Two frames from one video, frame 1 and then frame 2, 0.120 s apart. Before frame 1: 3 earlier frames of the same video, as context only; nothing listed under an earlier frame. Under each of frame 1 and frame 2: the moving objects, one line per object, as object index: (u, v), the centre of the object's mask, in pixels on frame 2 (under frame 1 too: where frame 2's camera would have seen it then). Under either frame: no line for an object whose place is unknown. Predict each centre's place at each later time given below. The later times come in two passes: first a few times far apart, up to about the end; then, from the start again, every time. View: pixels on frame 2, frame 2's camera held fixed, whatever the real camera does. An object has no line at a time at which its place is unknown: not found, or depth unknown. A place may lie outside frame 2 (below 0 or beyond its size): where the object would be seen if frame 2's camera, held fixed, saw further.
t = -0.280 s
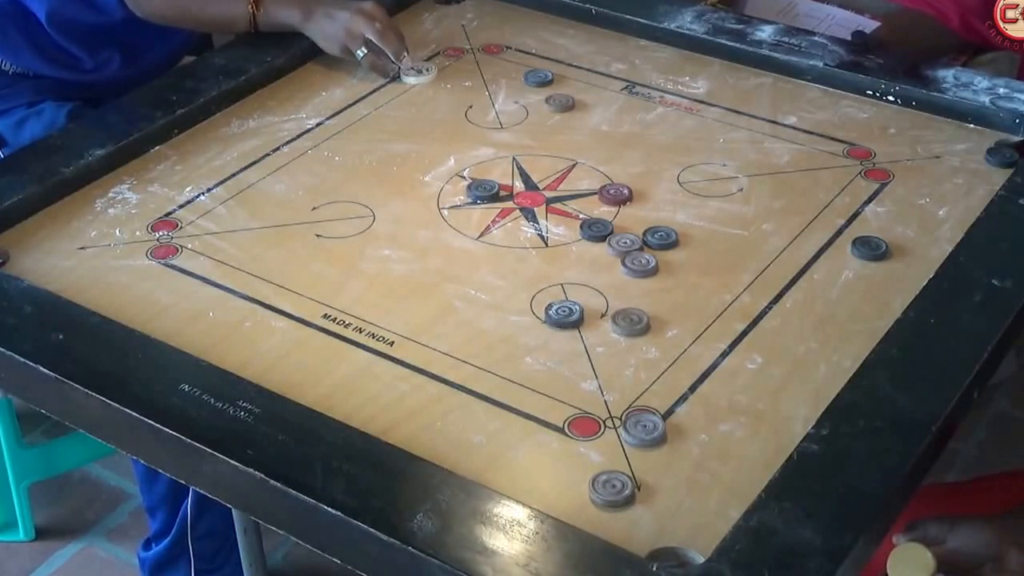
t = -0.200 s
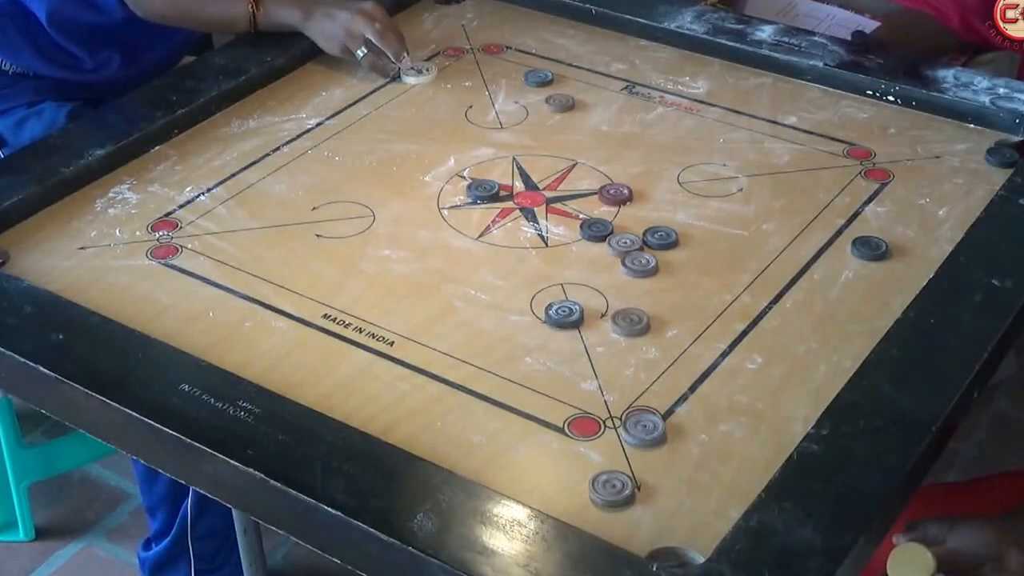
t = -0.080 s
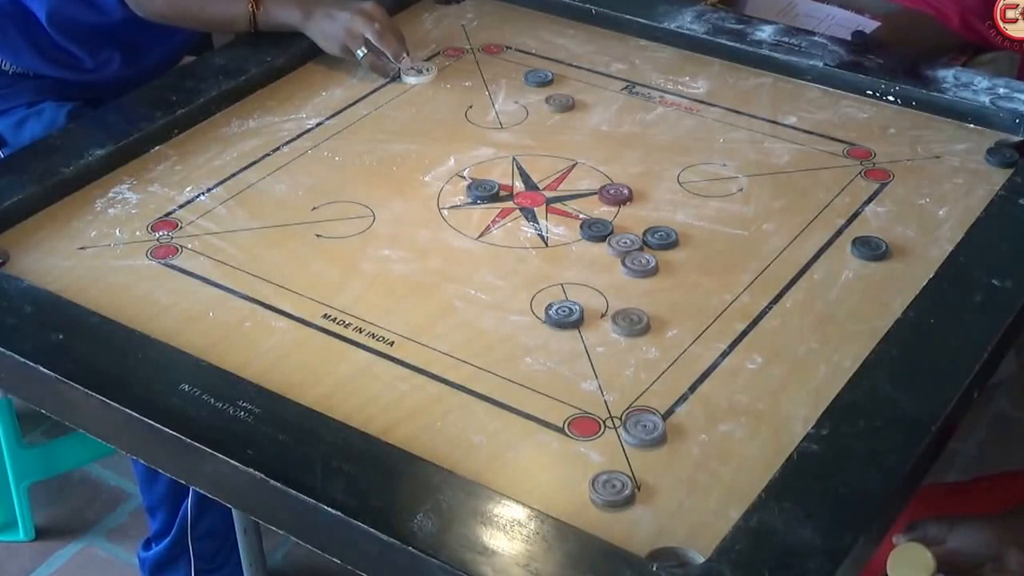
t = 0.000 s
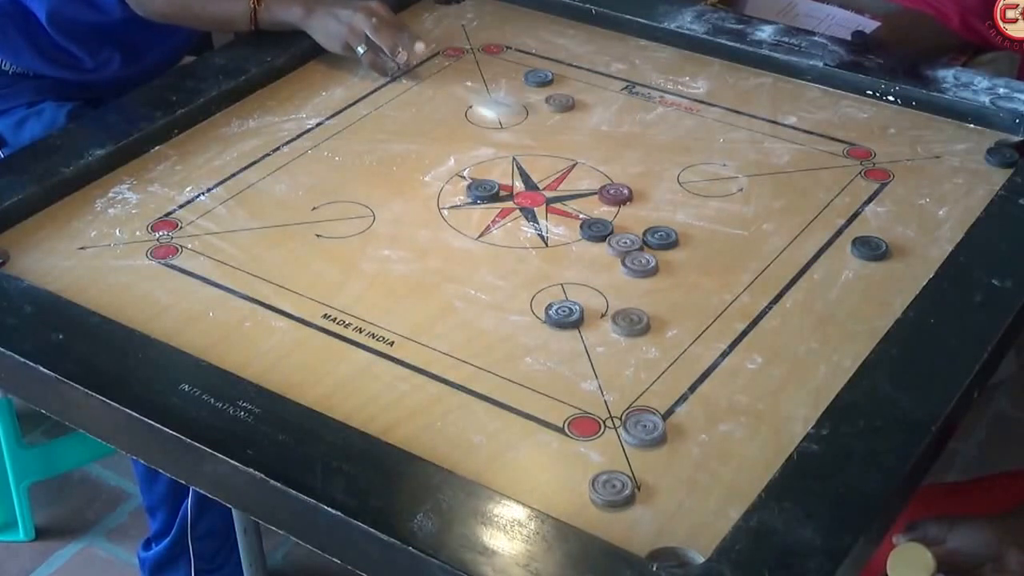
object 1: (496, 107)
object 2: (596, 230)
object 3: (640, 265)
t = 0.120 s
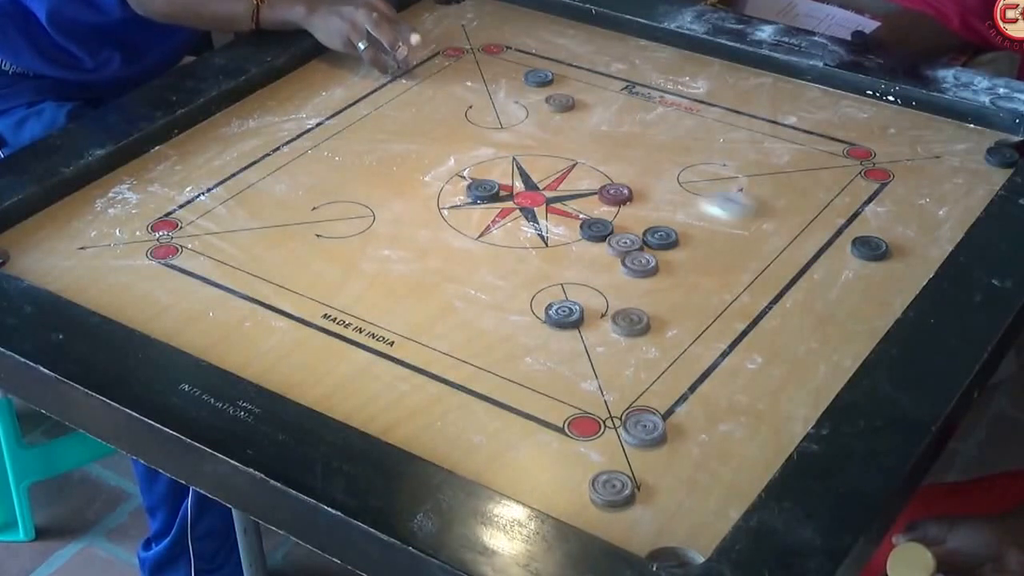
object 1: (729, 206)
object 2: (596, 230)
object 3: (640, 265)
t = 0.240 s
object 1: (869, 292)
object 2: (596, 229)
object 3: (639, 264)
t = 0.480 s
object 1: (598, 283)
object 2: (549, 199)
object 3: (550, 275)
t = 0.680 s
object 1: (496, 290)
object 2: (494, 160)
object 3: (433, 296)
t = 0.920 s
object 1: (444, 297)
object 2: (480, 150)
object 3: (377, 310)
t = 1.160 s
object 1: (436, 297)
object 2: (480, 150)
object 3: (376, 311)
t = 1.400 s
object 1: (436, 297)
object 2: (480, 150)
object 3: (376, 311)
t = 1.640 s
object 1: (436, 297)
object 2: (480, 150)
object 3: (376, 311)
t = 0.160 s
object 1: (815, 242)
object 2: (596, 229)
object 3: (639, 264)
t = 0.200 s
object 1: (870, 275)
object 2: (596, 229)
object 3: (639, 264)
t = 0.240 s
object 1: (869, 292)
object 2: (596, 229)
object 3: (639, 264)
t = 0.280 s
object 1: (808, 288)
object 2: (596, 229)
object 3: (639, 264)
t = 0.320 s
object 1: (750, 283)
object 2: (596, 229)
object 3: (639, 264)
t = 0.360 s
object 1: (696, 279)
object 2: (596, 229)
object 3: (639, 264)
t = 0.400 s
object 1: (656, 278)
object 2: (588, 223)
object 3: (616, 266)
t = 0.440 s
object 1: (626, 280)
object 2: (567, 210)
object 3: (582, 271)
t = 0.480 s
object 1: (598, 283)
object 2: (549, 199)
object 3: (550, 275)
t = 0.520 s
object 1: (573, 284)
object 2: (535, 188)
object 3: (521, 280)
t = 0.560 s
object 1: (550, 285)
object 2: (522, 179)
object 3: (494, 284)
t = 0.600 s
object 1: (530, 287)
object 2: (510, 173)
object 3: (472, 288)
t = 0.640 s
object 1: (512, 289)
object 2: (501, 165)
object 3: (451, 292)
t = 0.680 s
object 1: (496, 290)
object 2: (494, 160)
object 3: (433, 296)
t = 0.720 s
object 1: (483, 292)
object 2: (488, 156)
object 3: (417, 299)
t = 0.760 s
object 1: (471, 293)
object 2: (484, 153)
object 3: (404, 303)
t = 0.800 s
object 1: (463, 294)
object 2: (481, 151)
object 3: (394, 305)
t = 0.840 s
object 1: (455, 295)
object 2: (480, 150)
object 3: (386, 308)
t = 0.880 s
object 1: (449, 296)
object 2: (480, 150)
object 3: (381, 309)
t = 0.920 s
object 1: (444, 297)
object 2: (480, 150)
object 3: (377, 310)
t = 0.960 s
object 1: (440, 297)
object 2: (480, 150)
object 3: (377, 311)
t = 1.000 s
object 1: (437, 297)
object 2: (480, 150)
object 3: (376, 311)
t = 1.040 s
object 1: (436, 297)
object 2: (480, 150)
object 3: (377, 310)
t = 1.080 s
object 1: (436, 297)
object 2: (480, 150)
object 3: (376, 311)
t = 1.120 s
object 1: (436, 297)
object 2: (480, 150)
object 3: (376, 311)
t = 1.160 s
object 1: (436, 297)
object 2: (480, 150)
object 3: (376, 311)
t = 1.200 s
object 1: (436, 297)
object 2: (480, 150)
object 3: (376, 311)
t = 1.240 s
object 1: (436, 297)
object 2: (480, 150)
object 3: (376, 311)
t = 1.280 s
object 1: (436, 297)
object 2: (480, 150)
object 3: (376, 311)
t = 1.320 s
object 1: (436, 297)
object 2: (480, 150)
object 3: (376, 311)
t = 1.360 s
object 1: (436, 297)
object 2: (480, 150)
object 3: (376, 311)
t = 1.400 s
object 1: (436, 297)
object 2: (480, 150)
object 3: (376, 311)
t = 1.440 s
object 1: (436, 297)
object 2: (480, 150)
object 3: (376, 311)
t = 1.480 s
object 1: (436, 297)
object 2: (480, 150)
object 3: (376, 311)
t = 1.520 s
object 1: (436, 297)
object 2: (480, 150)
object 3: (376, 311)
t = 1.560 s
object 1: (436, 297)
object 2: (480, 150)
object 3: (376, 311)
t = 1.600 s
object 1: (436, 297)
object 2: (480, 150)
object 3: (376, 311)
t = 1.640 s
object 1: (436, 297)
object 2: (480, 150)
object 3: (376, 311)
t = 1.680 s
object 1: (436, 297)
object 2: (480, 150)
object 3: (376, 311)
